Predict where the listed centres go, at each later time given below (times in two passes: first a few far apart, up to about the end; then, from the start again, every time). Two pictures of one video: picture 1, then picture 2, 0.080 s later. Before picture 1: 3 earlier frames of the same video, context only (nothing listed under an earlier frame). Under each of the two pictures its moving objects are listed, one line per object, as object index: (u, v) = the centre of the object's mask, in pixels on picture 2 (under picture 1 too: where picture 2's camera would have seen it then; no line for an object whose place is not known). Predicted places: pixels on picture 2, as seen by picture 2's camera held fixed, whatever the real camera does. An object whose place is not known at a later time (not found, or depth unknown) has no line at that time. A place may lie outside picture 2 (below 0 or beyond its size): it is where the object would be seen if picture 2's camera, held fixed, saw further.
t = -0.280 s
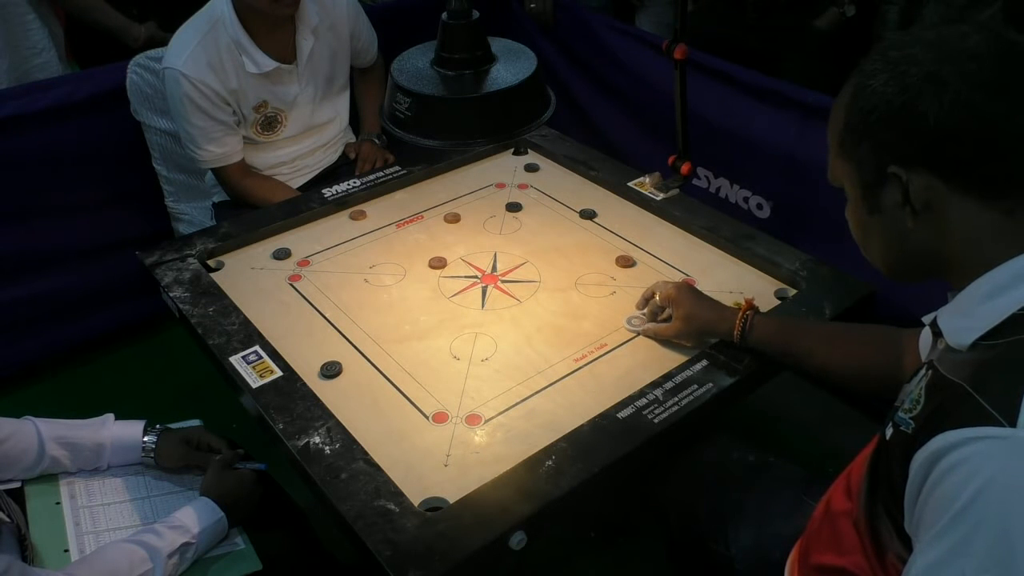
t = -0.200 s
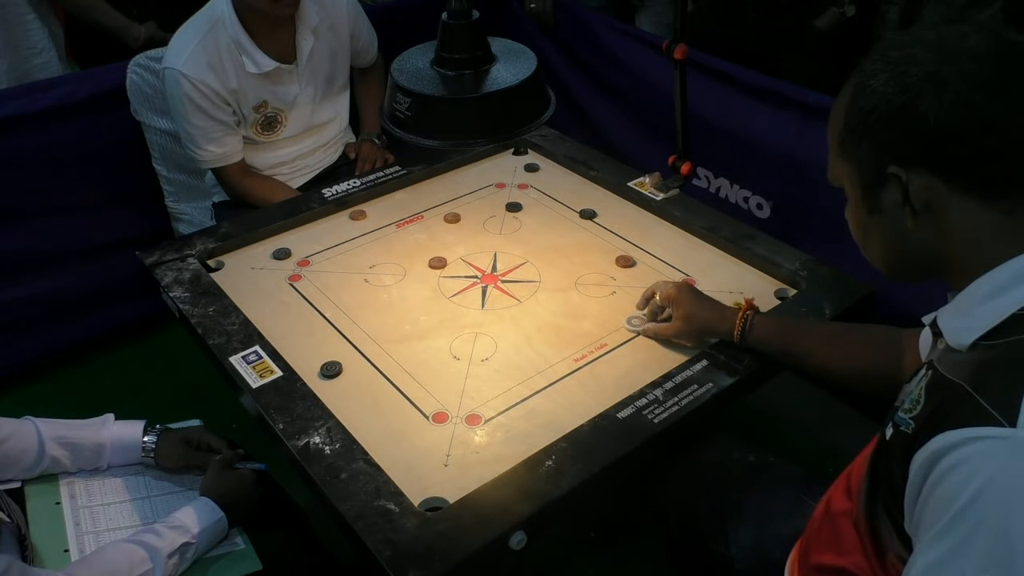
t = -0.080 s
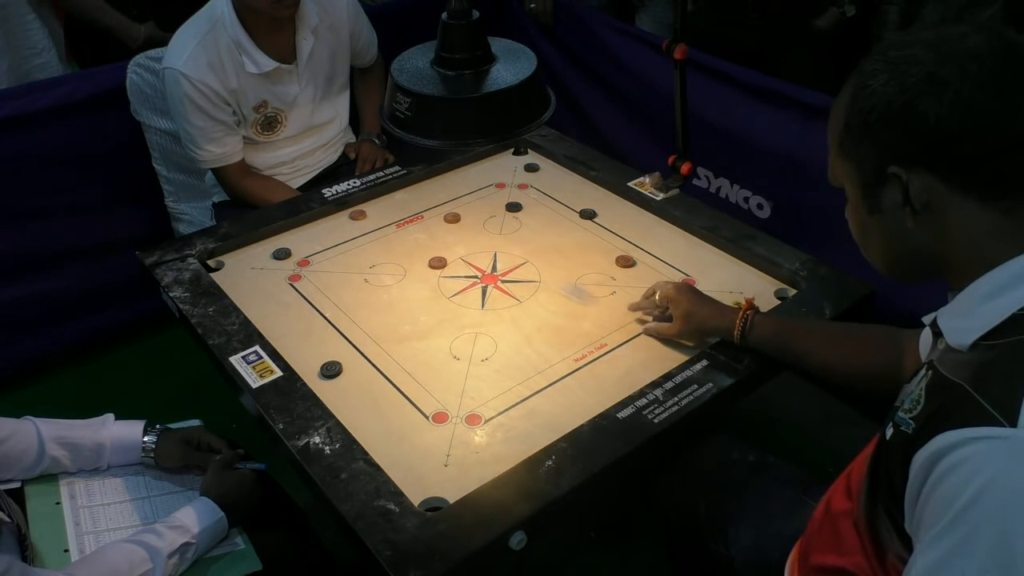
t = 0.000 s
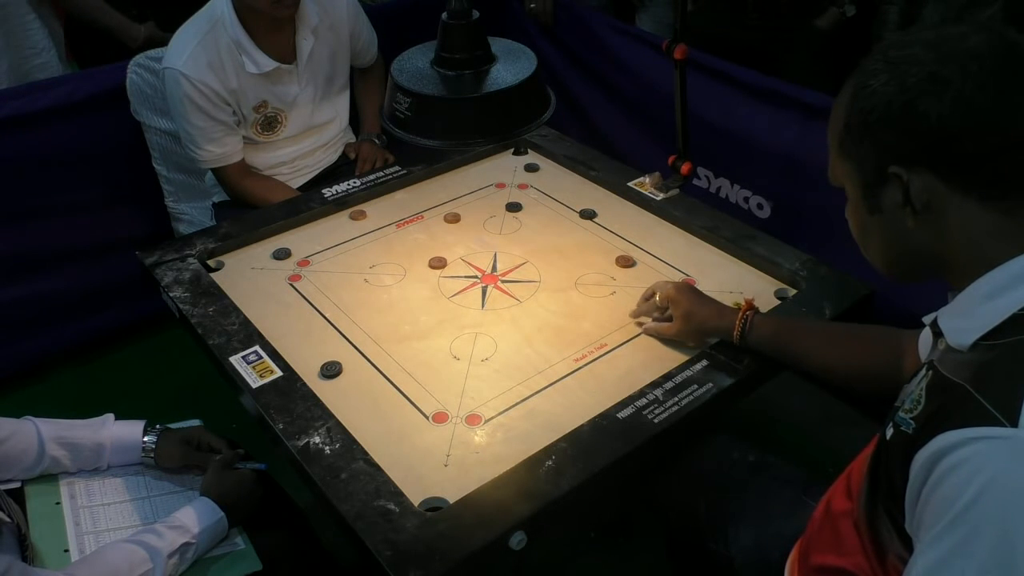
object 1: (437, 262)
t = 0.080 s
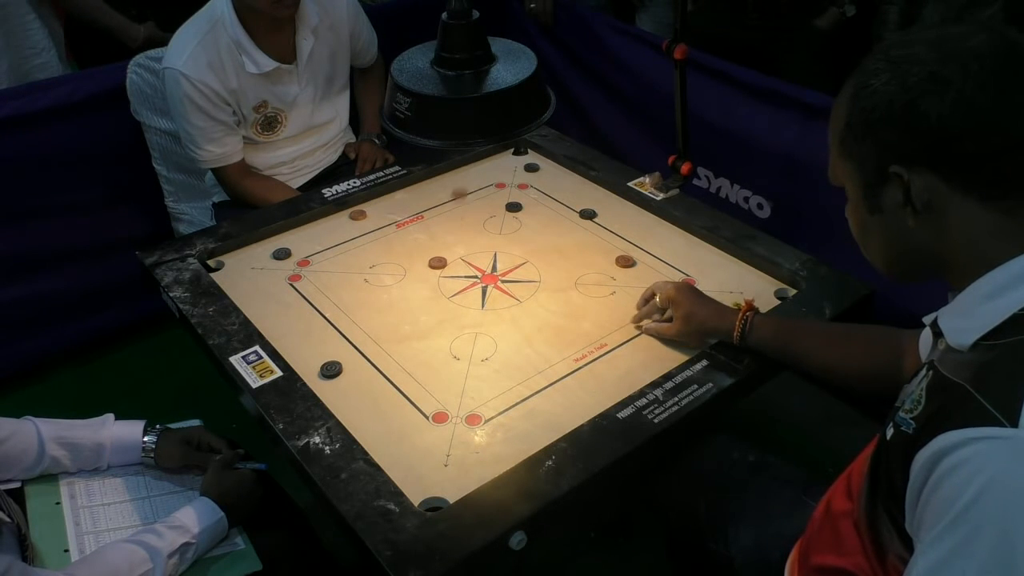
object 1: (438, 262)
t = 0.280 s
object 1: (438, 263)
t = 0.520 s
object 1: (482, 392)
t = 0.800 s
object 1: (445, 443)
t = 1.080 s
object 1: (386, 417)
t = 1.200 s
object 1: (378, 415)
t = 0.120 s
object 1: (437, 262)
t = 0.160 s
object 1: (437, 262)
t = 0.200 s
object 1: (437, 262)
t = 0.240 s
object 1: (437, 262)
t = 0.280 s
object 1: (438, 263)
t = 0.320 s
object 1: (445, 285)
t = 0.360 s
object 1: (452, 304)
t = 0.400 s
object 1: (459, 324)
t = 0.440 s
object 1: (467, 347)
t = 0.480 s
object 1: (474, 370)
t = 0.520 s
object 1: (482, 392)
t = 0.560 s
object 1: (491, 416)
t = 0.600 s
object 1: (498, 440)
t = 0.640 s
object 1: (504, 460)
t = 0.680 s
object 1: (494, 463)
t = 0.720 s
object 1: (475, 455)
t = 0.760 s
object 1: (459, 449)
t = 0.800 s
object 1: (445, 443)
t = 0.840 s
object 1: (432, 437)
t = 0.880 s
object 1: (421, 432)
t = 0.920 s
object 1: (411, 428)
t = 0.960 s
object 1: (403, 425)
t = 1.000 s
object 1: (396, 422)
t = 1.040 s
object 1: (390, 419)
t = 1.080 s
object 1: (386, 417)
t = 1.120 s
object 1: (382, 417)
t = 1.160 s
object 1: (380, 416)
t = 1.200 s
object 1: (378, 415)
